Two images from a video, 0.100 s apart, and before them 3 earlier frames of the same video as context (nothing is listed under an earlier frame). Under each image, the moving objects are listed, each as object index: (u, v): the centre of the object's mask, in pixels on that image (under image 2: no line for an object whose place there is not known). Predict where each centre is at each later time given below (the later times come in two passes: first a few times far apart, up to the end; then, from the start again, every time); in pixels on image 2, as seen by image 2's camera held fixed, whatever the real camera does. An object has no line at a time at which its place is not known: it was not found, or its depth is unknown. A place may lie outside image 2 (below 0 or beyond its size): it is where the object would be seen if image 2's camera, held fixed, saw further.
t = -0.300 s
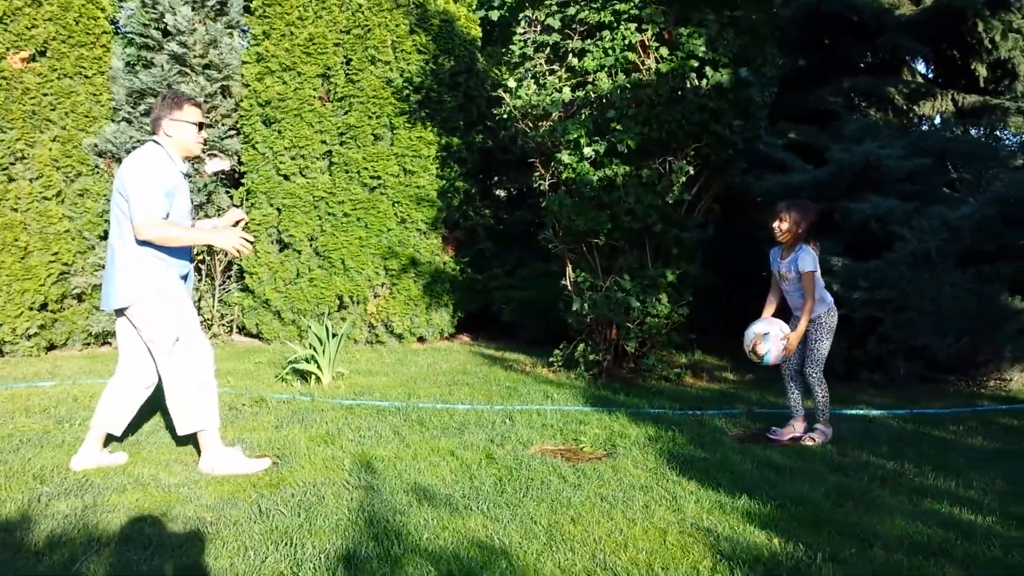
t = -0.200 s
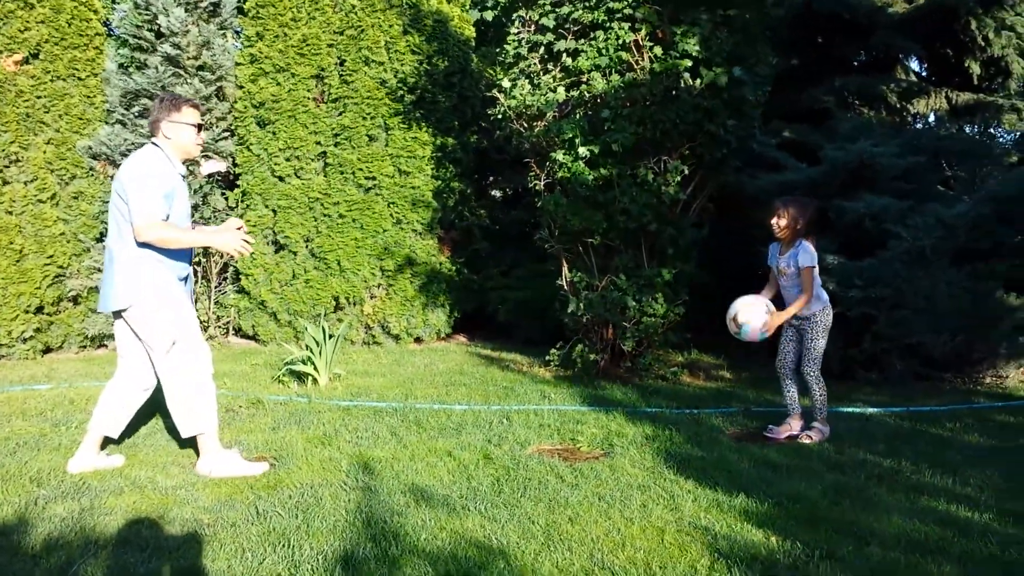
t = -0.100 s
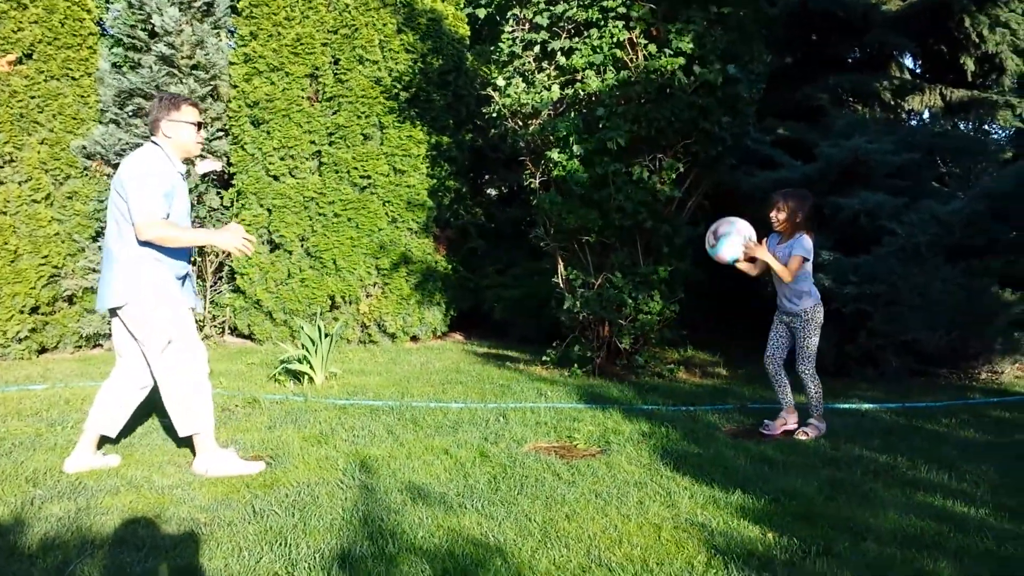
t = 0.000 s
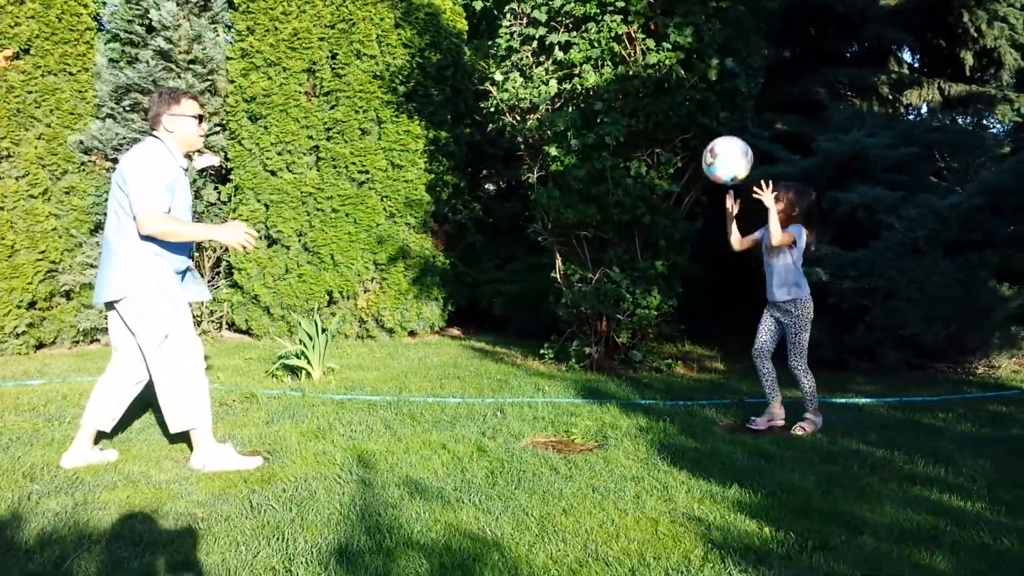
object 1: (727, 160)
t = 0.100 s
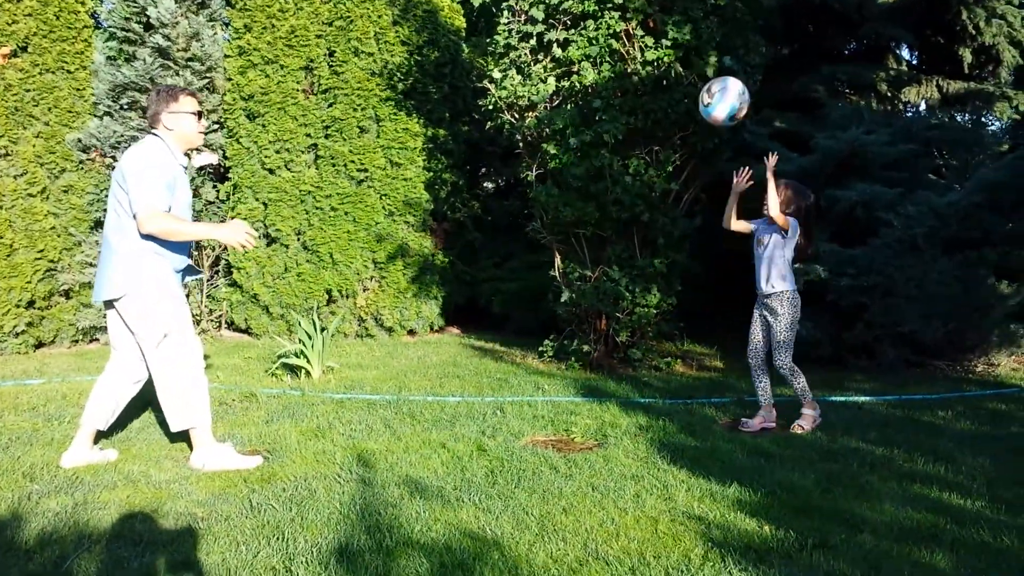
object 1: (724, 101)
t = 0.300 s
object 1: (721, 51)
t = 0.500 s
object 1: (718, 84)
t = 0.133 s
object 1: (723, 87)
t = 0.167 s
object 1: (723, 74)
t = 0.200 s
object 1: (722, 65)
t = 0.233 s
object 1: (722, 57)
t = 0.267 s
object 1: (722, 53)
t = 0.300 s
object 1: (721, 51)
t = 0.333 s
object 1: (721, 51)
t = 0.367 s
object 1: (720, 53)
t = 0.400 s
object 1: (721, 57)
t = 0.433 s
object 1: (720, 64)
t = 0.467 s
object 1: (719, 73)
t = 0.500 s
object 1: (718, 84)
